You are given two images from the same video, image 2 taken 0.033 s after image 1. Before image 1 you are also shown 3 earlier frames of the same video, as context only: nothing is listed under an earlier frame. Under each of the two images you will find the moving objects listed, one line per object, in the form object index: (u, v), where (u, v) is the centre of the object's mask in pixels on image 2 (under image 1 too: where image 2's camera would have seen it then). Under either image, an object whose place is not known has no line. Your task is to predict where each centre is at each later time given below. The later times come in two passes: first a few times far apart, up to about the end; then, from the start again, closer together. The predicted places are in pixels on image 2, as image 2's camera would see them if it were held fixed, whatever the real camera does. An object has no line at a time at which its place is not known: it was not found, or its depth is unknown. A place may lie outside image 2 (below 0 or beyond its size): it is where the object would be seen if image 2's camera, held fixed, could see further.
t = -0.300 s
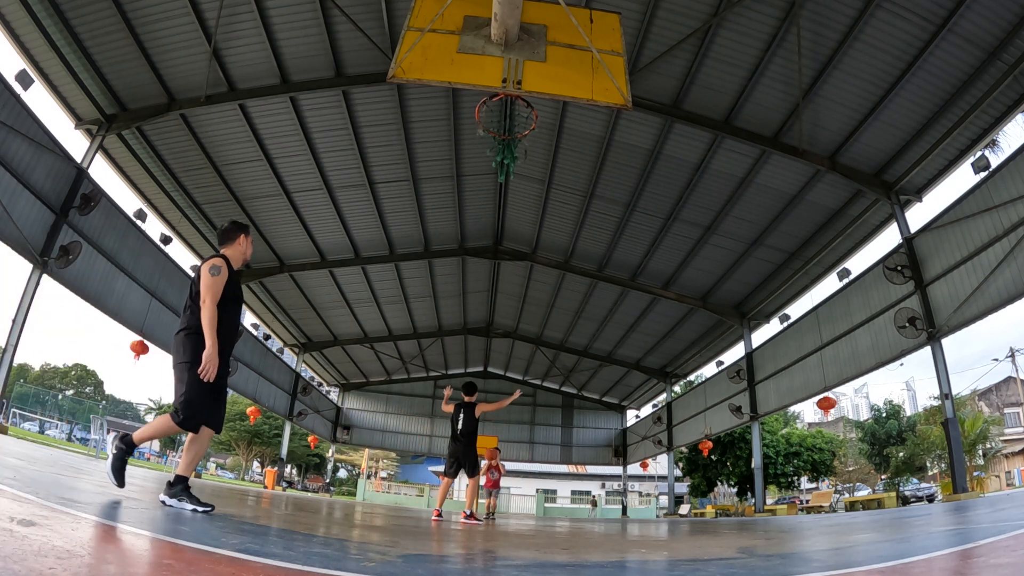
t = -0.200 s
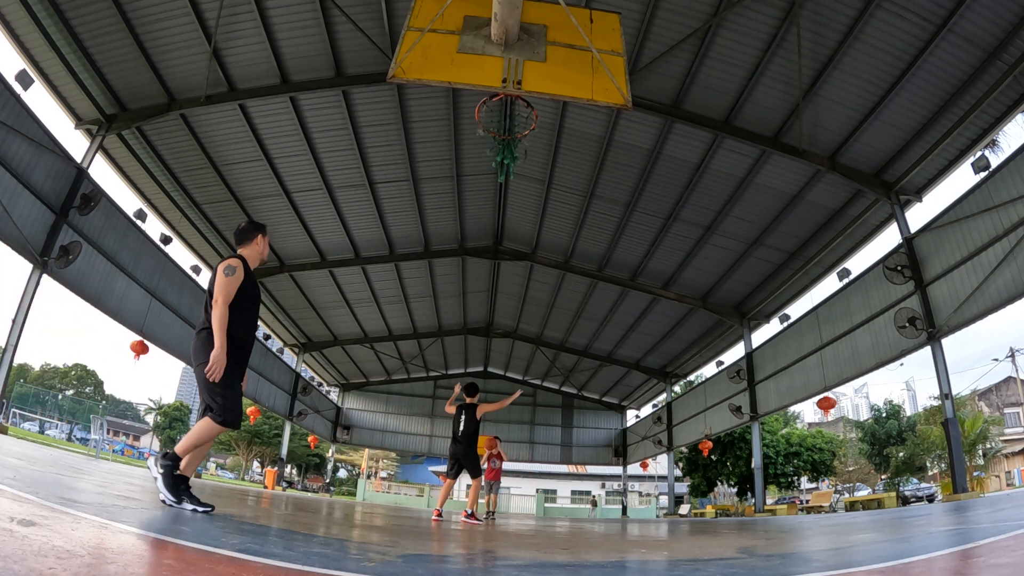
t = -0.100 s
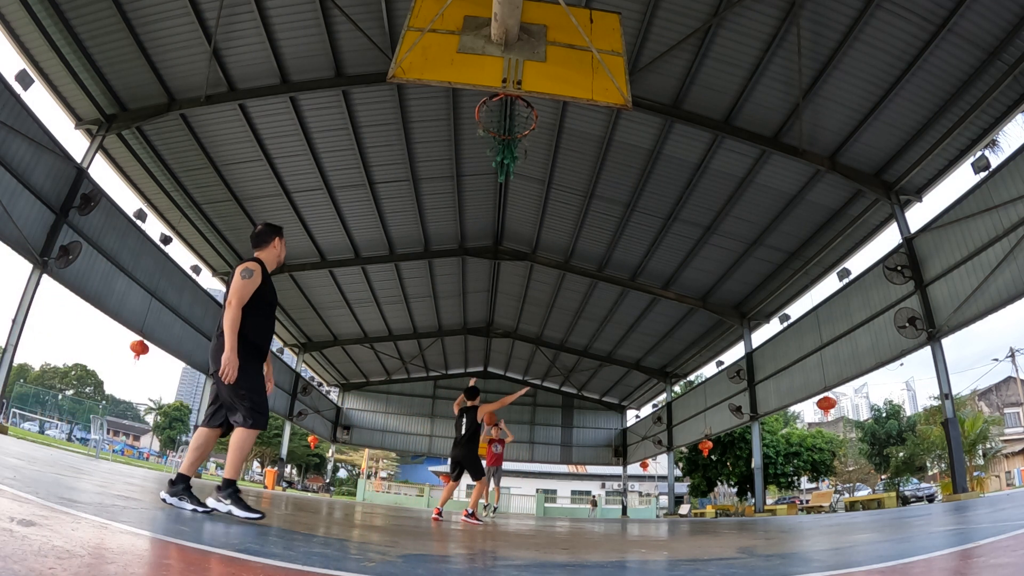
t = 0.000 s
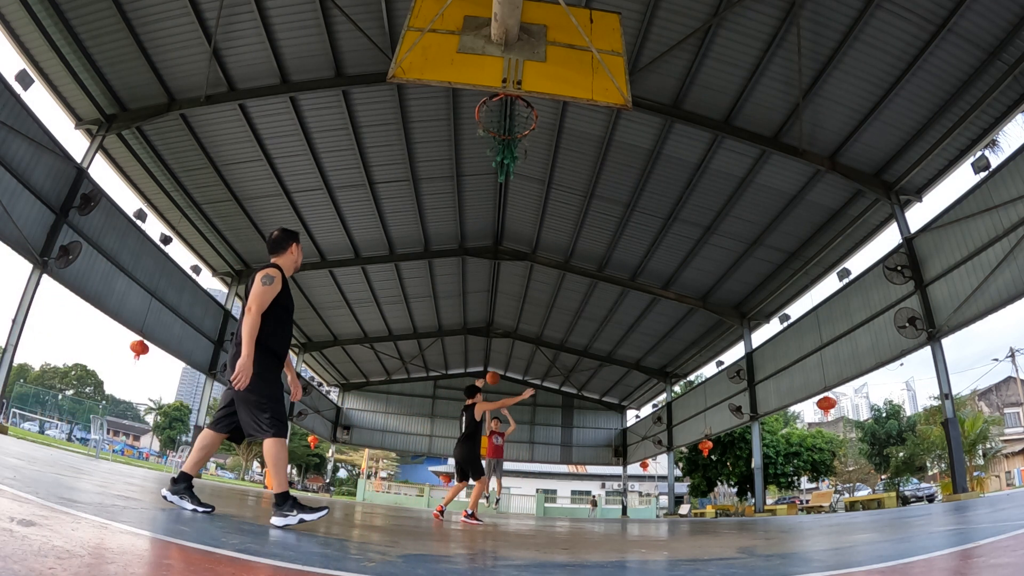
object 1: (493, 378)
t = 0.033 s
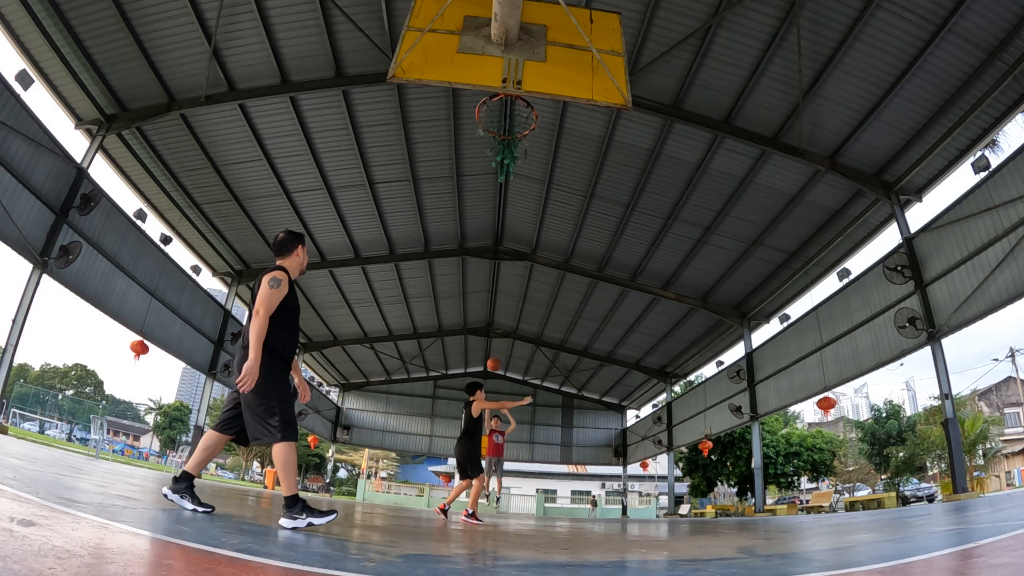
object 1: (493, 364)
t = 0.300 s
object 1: (500, 268)
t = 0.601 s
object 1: (506, 186)
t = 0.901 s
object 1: (508, 132)
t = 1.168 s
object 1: (506, 120)
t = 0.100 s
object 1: (495, 338)
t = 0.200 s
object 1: (498, 301)
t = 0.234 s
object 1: (498, 290)
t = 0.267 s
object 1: (499, 279)
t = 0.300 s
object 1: (500, 268)
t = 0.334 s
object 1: (501, 257)
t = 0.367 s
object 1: (502, 247)
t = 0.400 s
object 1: (502, 237)
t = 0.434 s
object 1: (503, 228)
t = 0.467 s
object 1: (503, 219)
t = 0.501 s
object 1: (504, 210)
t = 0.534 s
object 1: (504, 202)
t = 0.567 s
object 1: (505, 193)
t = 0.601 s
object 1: (506, 186)
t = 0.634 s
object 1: (506, 179)
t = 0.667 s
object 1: (506, 172)
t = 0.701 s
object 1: (504, 167)
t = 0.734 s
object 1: (503, 160)
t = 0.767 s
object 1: (503, 153)
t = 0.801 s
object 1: (505, 144)
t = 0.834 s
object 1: (505, 140)
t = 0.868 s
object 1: (507, 135)
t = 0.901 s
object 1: (508, 132)
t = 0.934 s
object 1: (509, 129)
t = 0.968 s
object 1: (509, 127)
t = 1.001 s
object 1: (510, 125)
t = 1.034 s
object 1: (509, 124)
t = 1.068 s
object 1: (509, 123)
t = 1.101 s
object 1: (509, 122)
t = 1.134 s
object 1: (509, 123)
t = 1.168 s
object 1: (506, 120)
